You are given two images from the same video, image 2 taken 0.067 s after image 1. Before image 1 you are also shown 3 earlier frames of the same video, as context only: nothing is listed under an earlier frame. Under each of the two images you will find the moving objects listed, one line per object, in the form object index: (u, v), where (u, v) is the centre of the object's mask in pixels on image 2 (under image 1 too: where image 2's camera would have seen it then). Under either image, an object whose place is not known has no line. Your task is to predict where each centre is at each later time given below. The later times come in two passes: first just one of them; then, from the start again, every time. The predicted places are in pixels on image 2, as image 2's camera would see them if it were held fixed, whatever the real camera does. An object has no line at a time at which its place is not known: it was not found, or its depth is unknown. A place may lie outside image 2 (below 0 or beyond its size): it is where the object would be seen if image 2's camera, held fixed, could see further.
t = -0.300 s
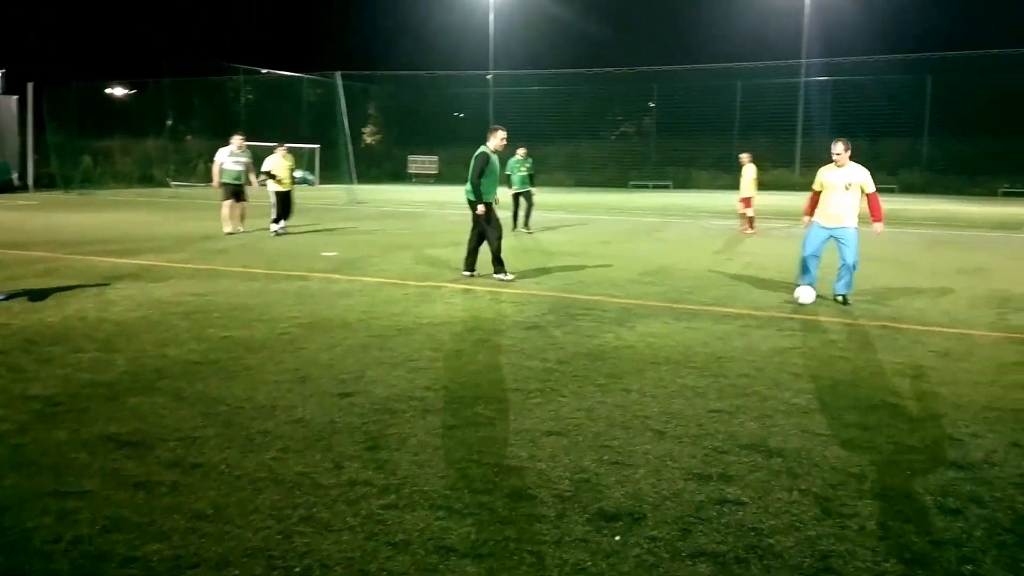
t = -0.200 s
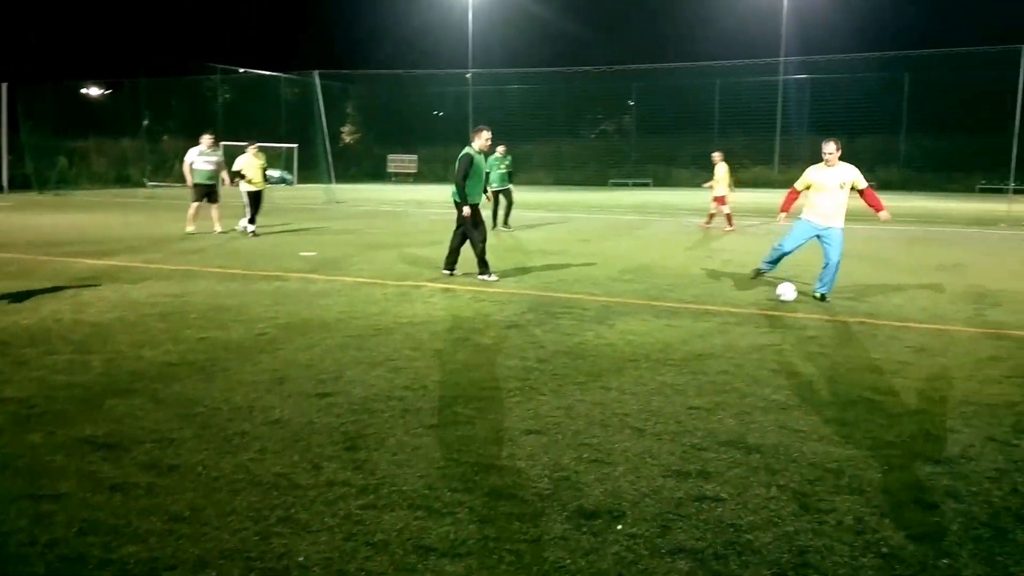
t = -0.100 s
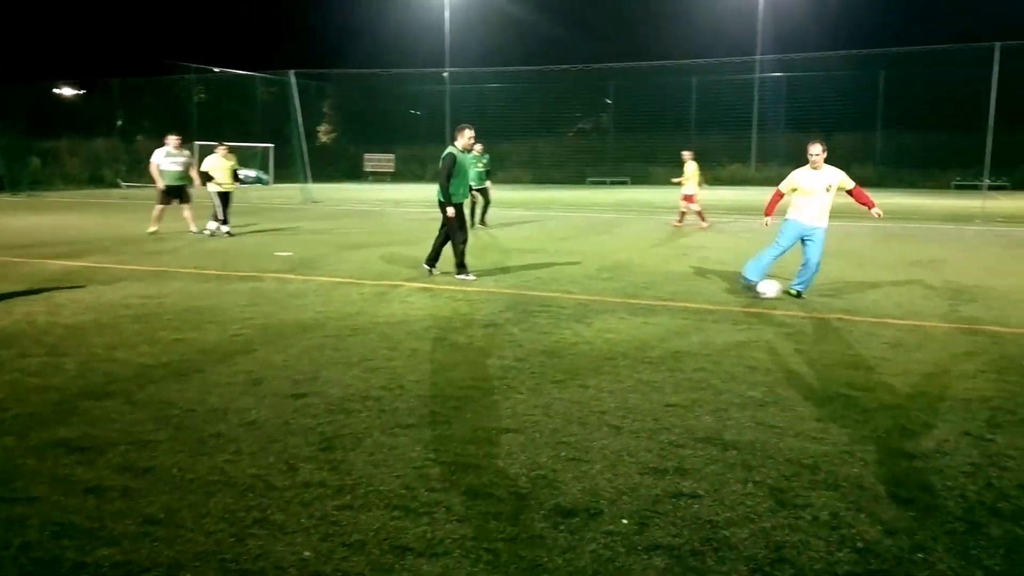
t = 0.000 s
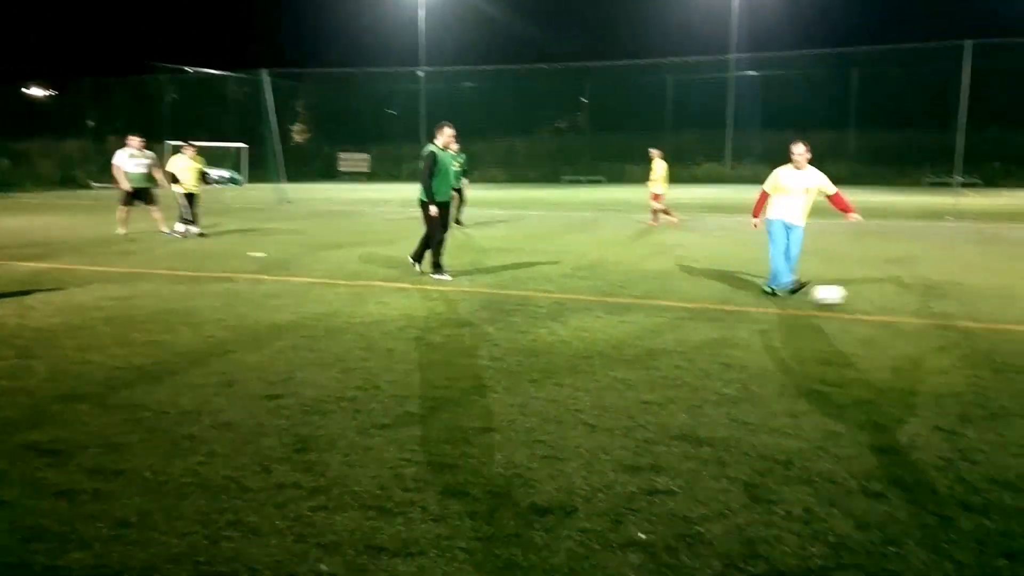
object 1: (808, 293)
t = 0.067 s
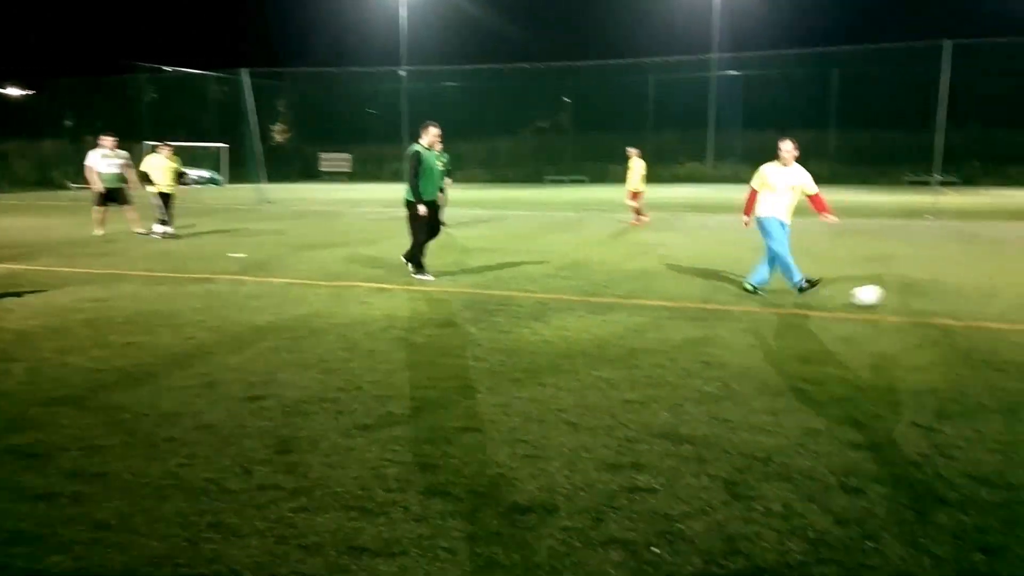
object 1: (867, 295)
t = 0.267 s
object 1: (1044, 310)
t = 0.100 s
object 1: (897, 298)
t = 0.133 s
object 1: (927, 301)
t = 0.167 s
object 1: (955, 304)
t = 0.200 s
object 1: (986, 306)
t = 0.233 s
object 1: (1015, 308)
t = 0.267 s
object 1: (1044, 310)
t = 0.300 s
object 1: (1073, 311)
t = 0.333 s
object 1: (1102, 314)
